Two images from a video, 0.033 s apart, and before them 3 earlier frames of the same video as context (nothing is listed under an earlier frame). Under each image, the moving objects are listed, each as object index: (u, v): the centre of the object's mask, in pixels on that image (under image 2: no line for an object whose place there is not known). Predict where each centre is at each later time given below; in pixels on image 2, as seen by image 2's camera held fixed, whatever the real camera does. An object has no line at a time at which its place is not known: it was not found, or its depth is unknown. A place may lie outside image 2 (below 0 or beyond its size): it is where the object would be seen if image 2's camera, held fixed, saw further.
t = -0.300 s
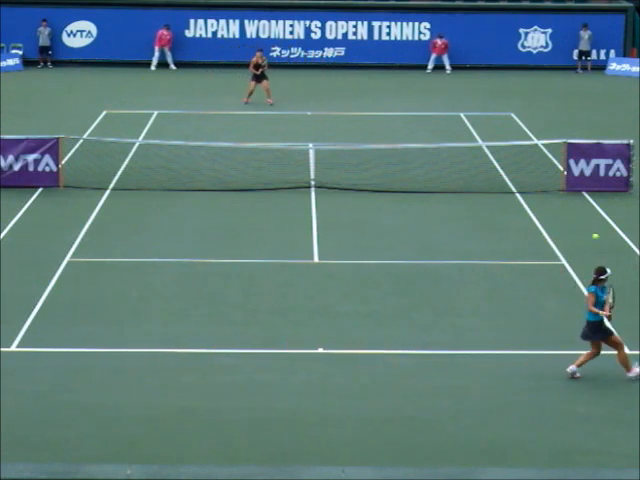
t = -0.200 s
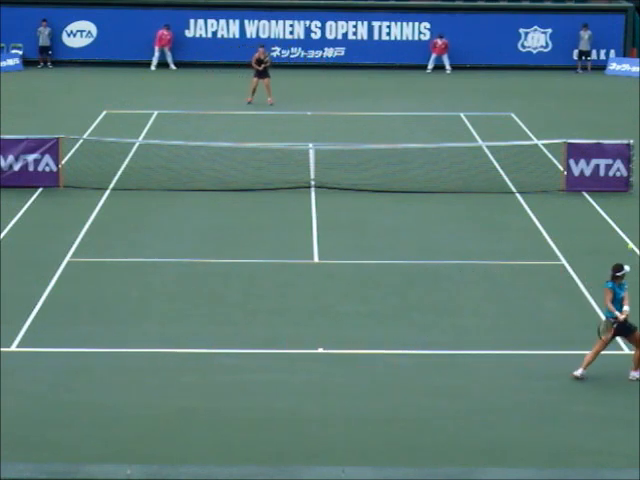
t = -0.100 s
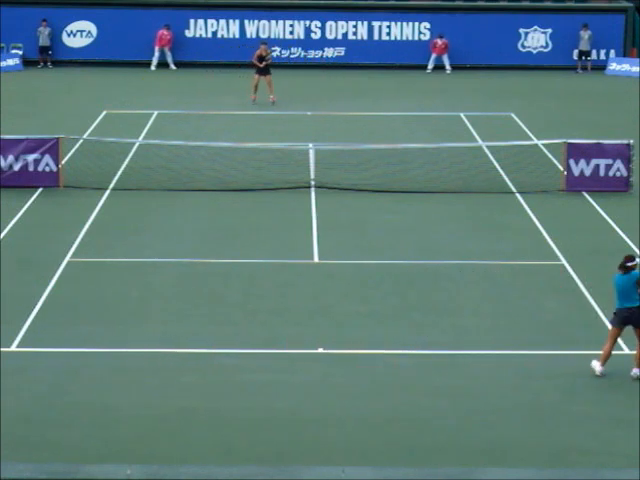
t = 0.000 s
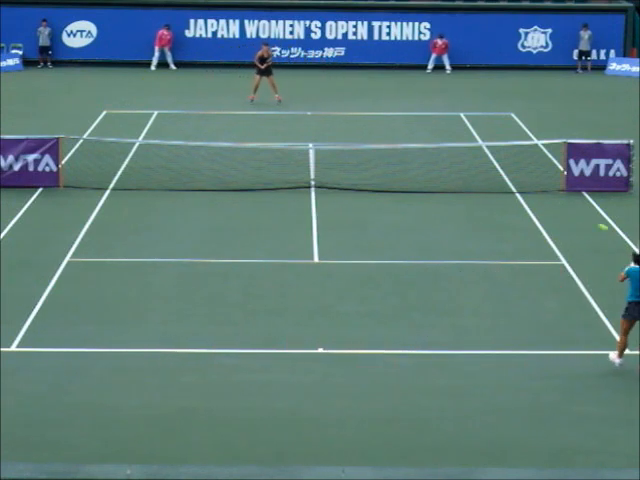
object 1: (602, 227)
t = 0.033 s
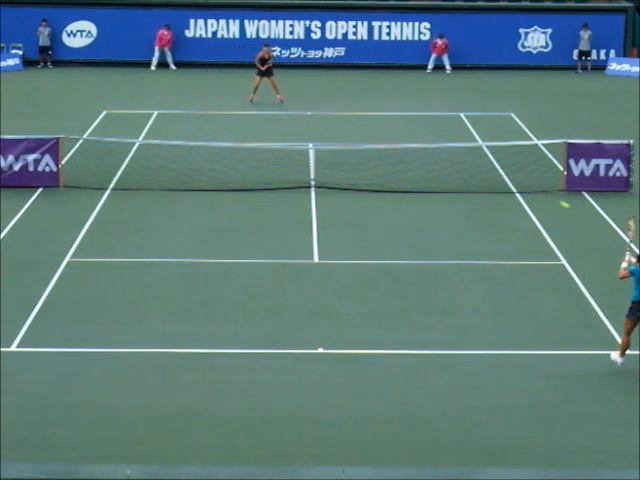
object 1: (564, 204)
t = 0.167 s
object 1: (442, 141)
